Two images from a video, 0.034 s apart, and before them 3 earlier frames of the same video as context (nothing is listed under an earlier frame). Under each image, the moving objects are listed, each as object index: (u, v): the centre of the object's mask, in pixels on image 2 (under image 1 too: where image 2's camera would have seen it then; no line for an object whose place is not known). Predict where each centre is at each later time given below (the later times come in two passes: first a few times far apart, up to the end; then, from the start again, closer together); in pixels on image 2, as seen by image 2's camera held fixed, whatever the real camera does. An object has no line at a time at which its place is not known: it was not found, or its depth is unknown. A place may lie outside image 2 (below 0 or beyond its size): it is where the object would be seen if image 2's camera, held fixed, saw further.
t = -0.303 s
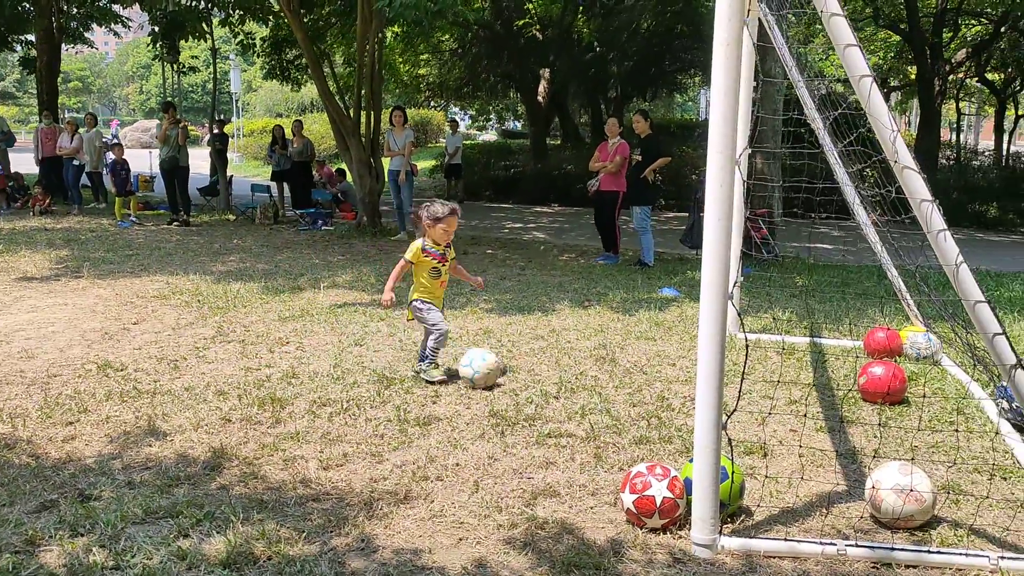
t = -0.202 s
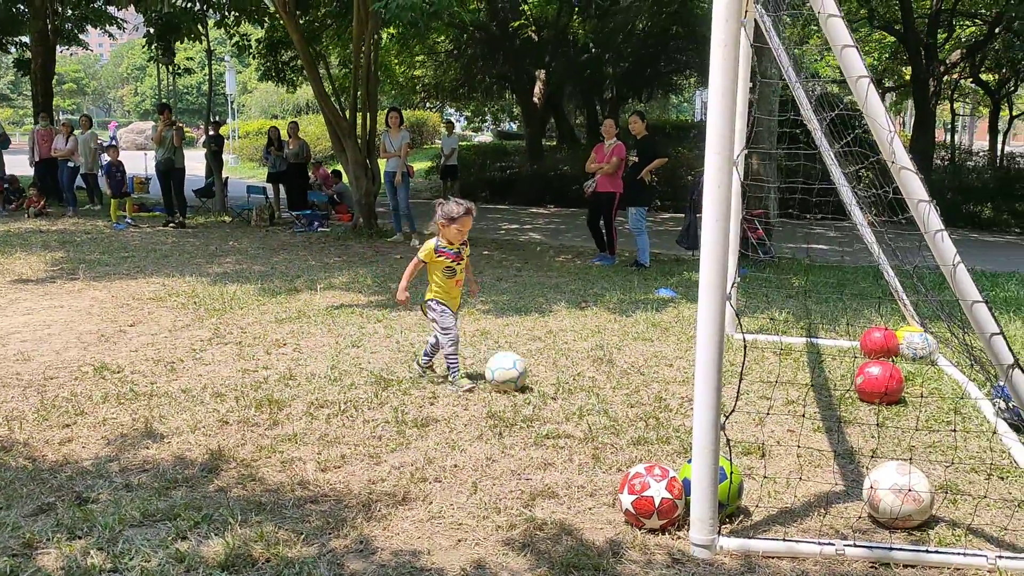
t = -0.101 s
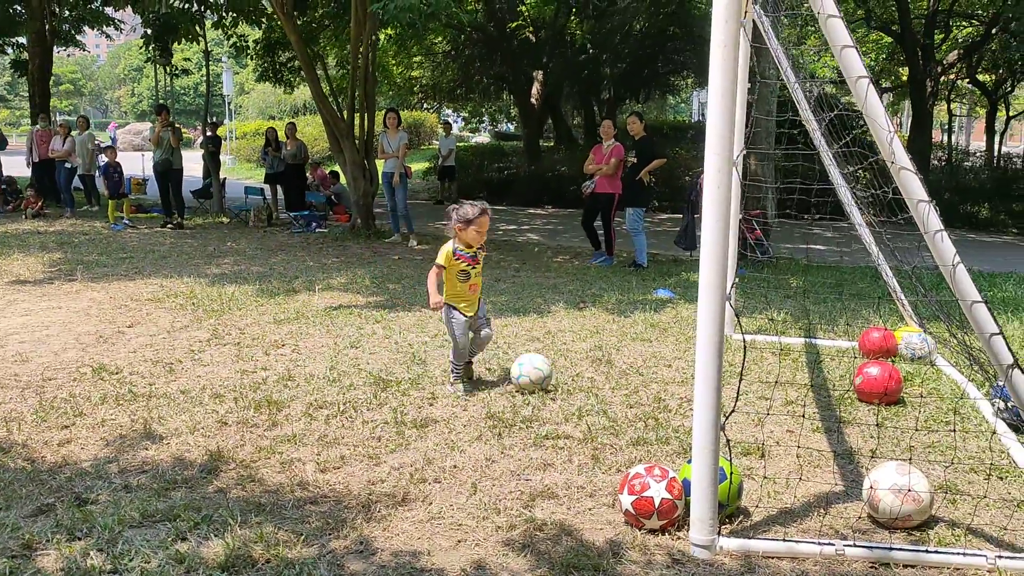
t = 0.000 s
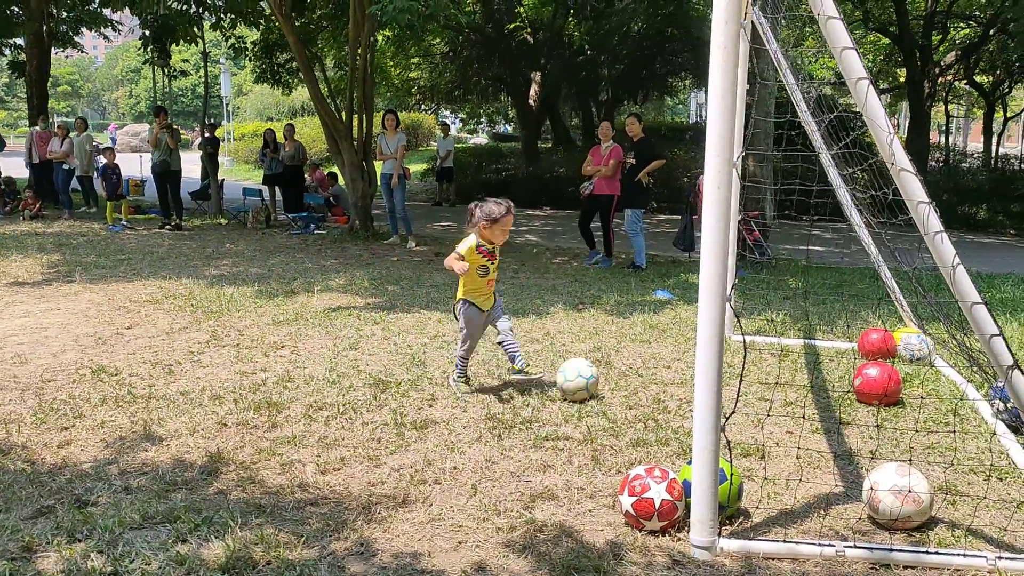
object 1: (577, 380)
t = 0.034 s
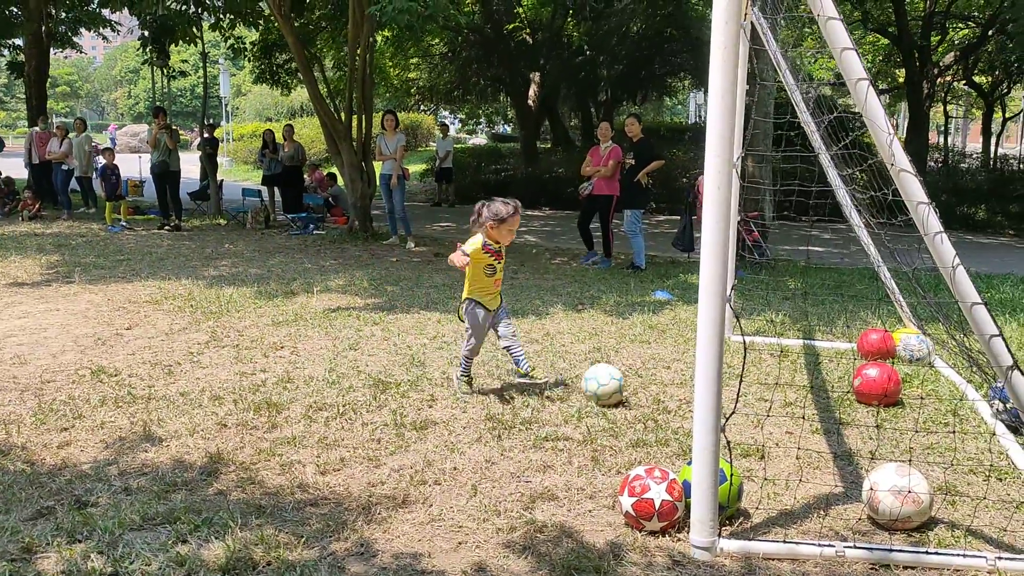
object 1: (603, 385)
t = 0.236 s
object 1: (734, 397)
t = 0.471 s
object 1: (842, 409)
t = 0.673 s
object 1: (946, 420)
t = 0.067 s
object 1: (626, 387)
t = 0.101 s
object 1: (647, 388)
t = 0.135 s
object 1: (669, 392)
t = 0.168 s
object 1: (683, 395)
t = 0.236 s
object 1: (734, 397)
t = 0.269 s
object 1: (743, 399)
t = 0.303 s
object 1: (758, 400)
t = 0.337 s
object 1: (775, 401)
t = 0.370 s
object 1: (791, 404)
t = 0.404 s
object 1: (807, 407)
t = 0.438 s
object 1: (825, 408)
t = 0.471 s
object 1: (842, 409)
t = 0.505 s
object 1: (859, 410)
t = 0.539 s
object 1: (877, 414)
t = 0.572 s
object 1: (895, 418)
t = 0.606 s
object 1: (912, 419)
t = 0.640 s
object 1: (929, 420)
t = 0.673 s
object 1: (946, 420)
